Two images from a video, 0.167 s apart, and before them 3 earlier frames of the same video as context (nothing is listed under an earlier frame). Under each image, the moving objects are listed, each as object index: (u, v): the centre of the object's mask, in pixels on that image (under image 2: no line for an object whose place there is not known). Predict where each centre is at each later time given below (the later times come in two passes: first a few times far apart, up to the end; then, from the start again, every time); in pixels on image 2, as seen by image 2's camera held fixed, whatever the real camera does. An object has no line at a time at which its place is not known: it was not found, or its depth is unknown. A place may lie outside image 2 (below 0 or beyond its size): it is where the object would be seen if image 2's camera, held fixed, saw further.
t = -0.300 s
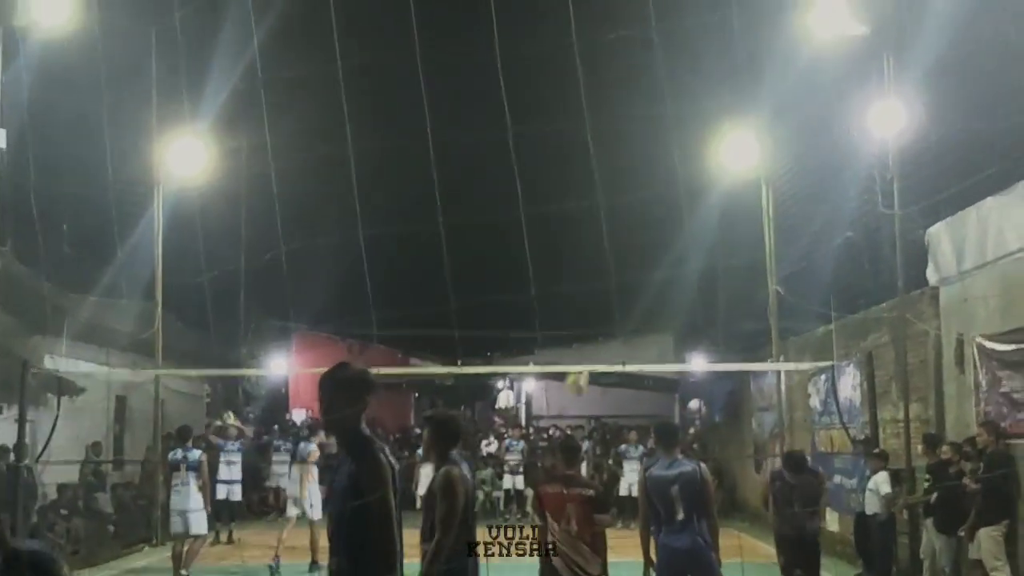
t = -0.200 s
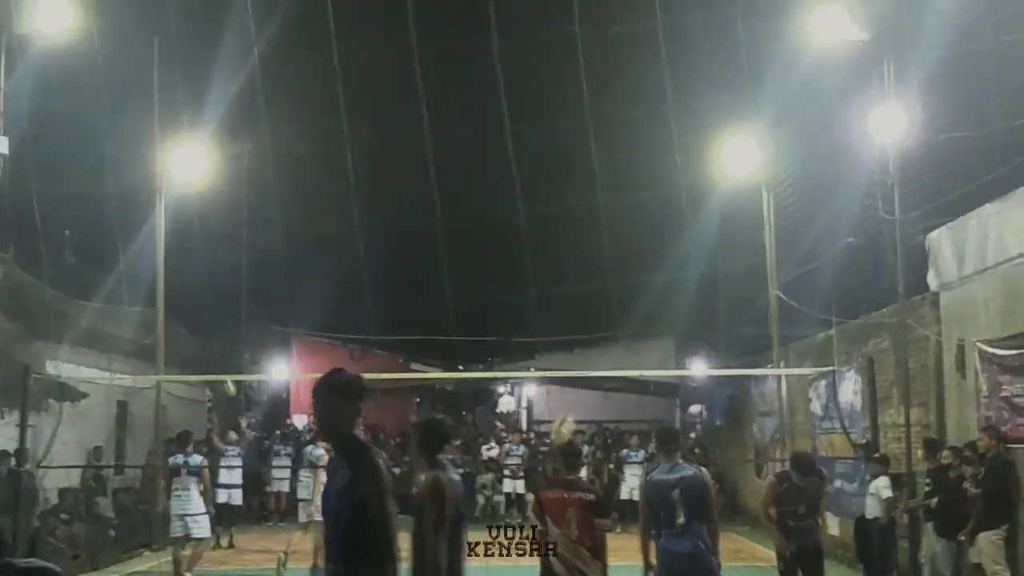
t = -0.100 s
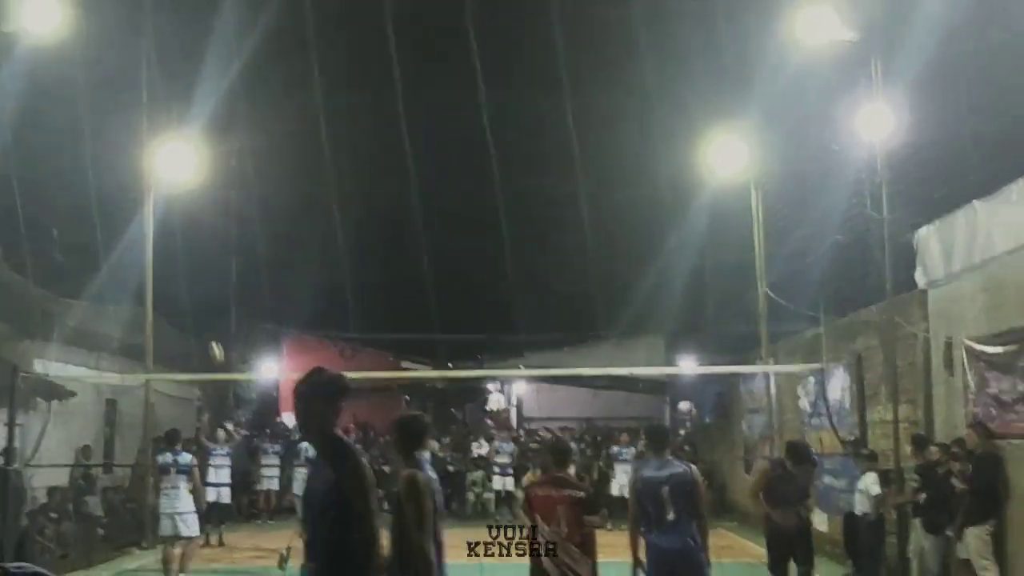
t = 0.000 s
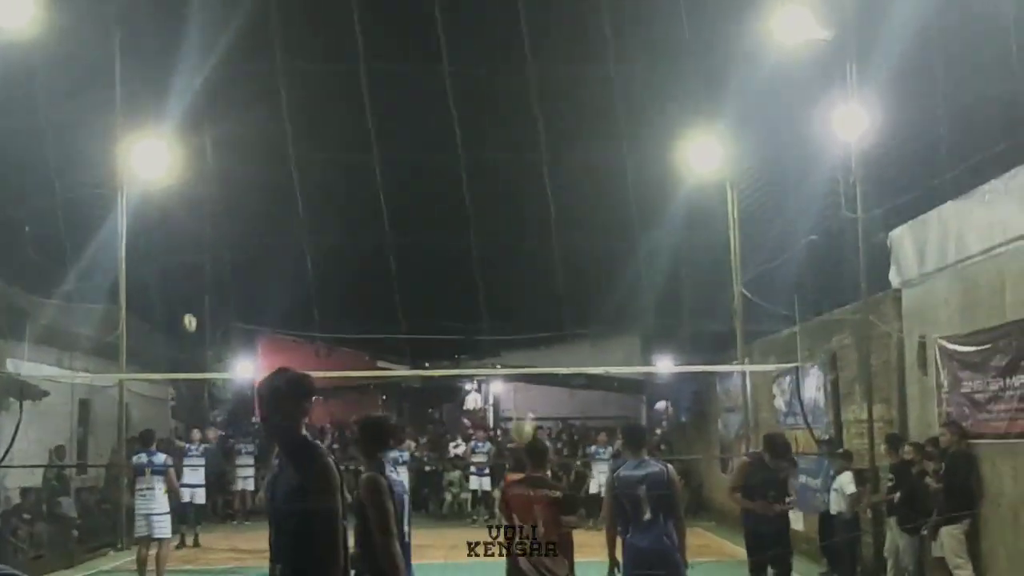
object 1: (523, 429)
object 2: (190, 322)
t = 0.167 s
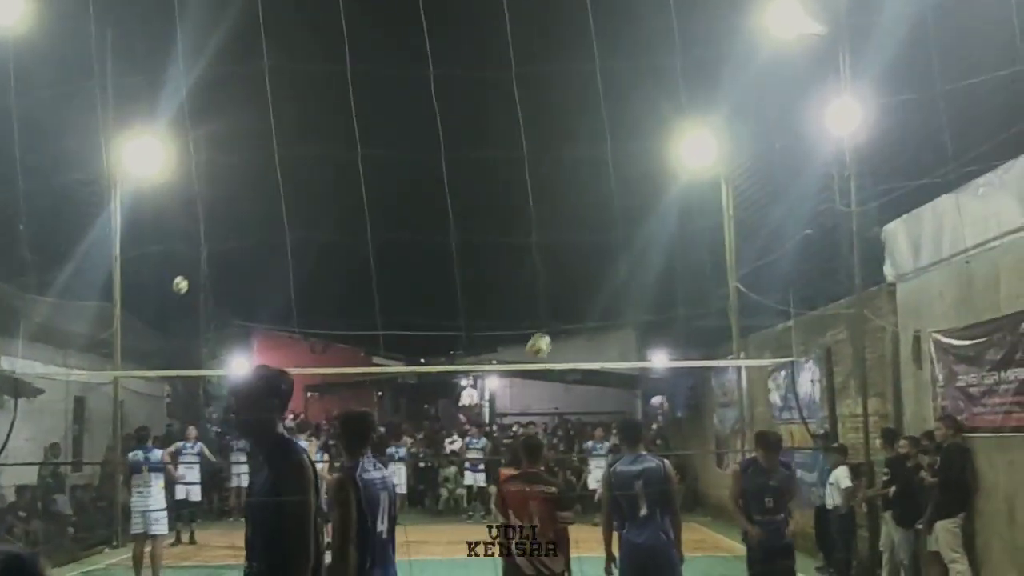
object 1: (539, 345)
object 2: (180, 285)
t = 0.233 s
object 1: (547, 327)
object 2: (178, 276)
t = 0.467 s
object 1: (574, 293)
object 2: (172, 266)
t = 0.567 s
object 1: (586, 295)
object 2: (168, 274)
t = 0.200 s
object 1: (543, 335)
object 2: (180, 280)
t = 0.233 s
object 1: (547, 327)
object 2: (178, 276)
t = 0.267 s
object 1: (551, 318)
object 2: (177, 272)
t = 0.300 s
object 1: (555, 311)
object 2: (176, 270)
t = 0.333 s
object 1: (559, 305)
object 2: (176, 267)
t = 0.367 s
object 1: (563, 300)
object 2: (175, 265)
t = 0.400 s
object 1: (567, 297)
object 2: (174, 265)
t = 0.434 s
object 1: (571, 294)
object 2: (173, 265)
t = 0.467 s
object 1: (574, 293)
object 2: (172, 266)
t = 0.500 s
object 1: (578, 293)
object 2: (171, 268)
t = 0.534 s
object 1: (582, 293)
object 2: (169, 270)
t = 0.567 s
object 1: (586, 295)
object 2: (168, 274)
